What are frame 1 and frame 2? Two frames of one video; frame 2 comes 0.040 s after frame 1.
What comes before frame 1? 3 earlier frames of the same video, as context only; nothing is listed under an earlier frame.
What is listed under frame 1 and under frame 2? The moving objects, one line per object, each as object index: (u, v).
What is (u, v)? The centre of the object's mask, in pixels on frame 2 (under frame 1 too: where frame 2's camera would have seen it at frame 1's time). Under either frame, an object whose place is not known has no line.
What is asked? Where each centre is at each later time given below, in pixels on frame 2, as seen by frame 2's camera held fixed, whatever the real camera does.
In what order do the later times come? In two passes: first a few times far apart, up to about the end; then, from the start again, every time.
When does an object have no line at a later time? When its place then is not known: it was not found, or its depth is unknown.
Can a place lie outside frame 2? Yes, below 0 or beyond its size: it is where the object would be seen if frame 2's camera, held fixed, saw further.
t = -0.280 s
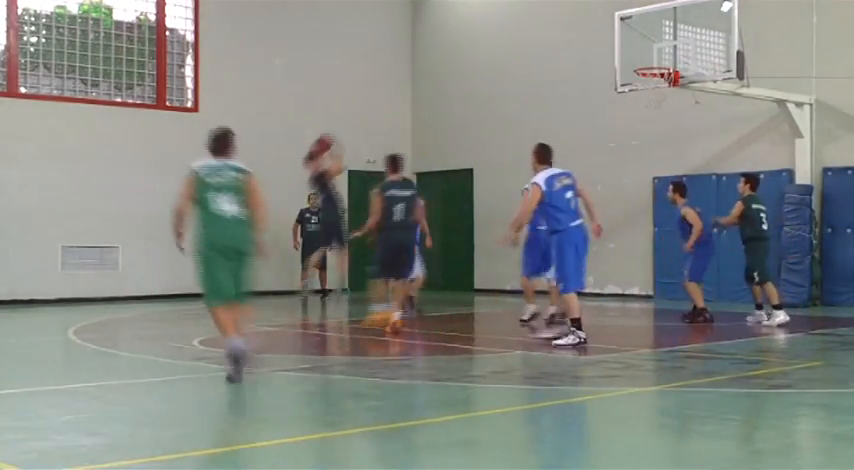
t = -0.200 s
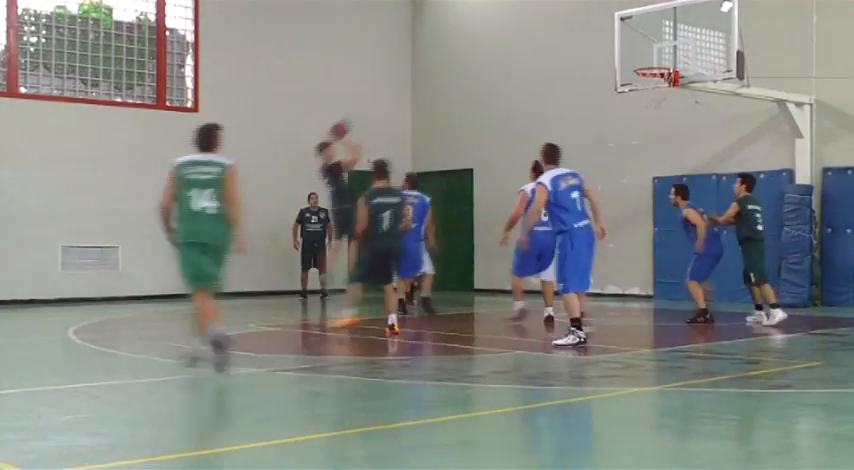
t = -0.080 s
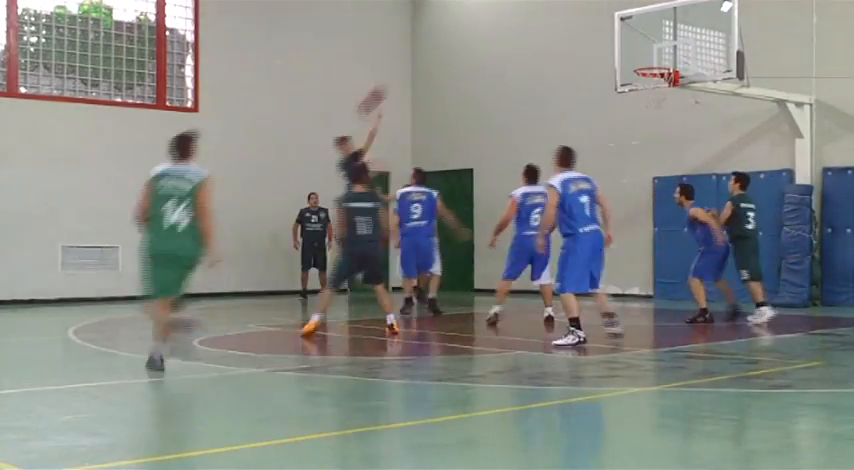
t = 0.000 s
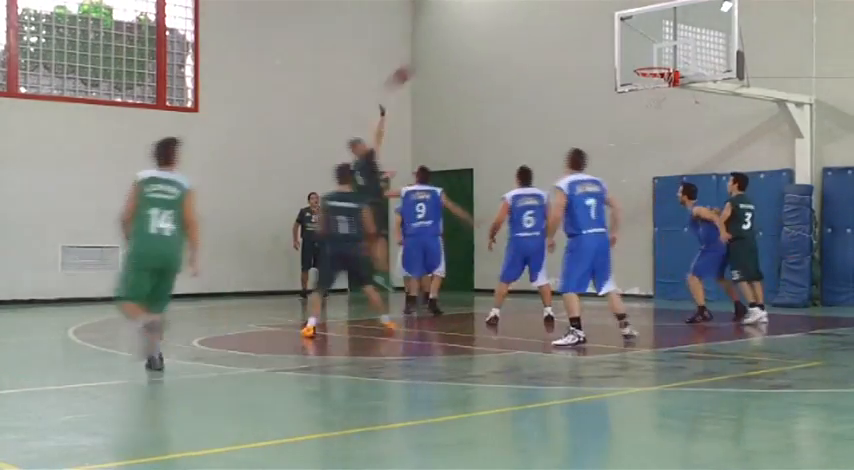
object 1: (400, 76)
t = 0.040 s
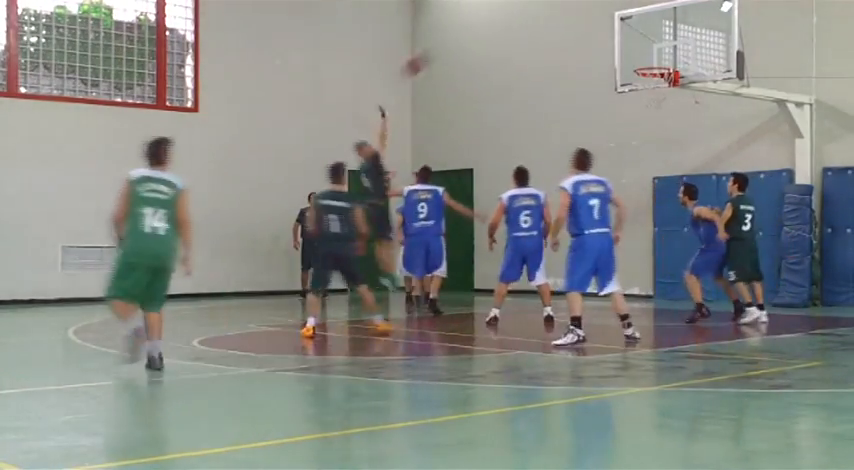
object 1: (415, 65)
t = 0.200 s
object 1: (475, 33)
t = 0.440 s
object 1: (565, 23)
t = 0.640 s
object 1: (637, 45)
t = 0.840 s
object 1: (655, 65)
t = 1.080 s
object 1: (642, 59)
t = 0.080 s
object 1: (431, 55)
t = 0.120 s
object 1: (445, 47)
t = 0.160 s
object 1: (460, 40)
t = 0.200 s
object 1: (475, 33)
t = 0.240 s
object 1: (490, 28)
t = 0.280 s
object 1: (504, 24)
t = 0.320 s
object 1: (519, 22)
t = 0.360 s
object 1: (533, 21)
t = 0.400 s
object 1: (549, 21)
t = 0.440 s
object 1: (565, 23)
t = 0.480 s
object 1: (580, 25)
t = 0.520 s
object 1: (593, 28)
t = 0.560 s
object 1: (606, 32)
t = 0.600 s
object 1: (624, 39)
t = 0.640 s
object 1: (637, 45)
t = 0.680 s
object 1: (653, 55)
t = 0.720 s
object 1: (657, 59)
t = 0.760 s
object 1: (657, 63)
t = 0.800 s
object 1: (656, 65)
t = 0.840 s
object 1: (655, 65)
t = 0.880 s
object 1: (649, 63)
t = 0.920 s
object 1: (645, 64)
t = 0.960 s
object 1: (642, 62)
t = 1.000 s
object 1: (642, 60)
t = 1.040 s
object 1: (642, 59)
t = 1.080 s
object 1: (642, 59)
